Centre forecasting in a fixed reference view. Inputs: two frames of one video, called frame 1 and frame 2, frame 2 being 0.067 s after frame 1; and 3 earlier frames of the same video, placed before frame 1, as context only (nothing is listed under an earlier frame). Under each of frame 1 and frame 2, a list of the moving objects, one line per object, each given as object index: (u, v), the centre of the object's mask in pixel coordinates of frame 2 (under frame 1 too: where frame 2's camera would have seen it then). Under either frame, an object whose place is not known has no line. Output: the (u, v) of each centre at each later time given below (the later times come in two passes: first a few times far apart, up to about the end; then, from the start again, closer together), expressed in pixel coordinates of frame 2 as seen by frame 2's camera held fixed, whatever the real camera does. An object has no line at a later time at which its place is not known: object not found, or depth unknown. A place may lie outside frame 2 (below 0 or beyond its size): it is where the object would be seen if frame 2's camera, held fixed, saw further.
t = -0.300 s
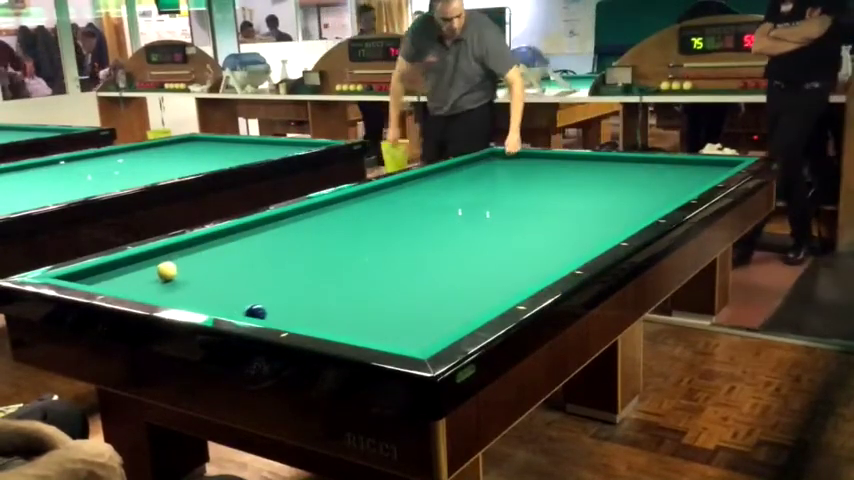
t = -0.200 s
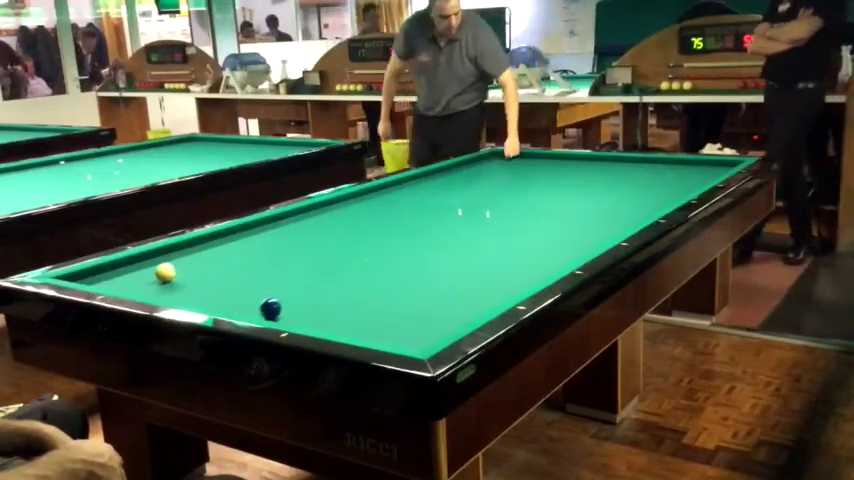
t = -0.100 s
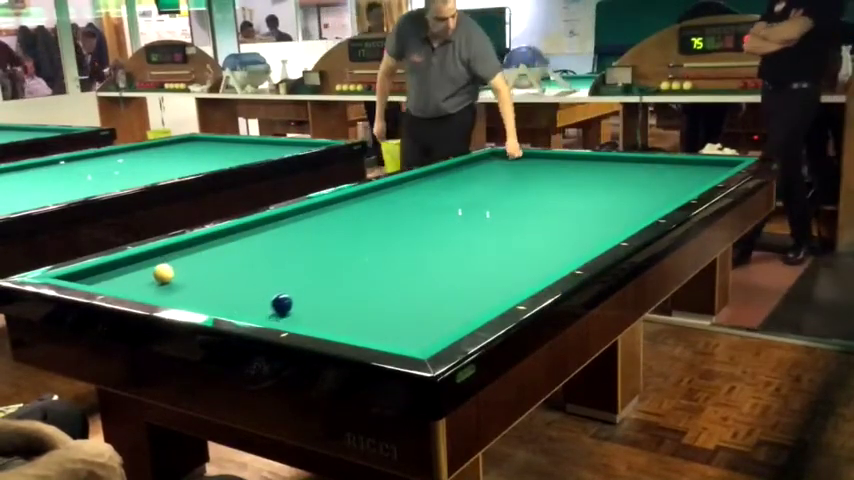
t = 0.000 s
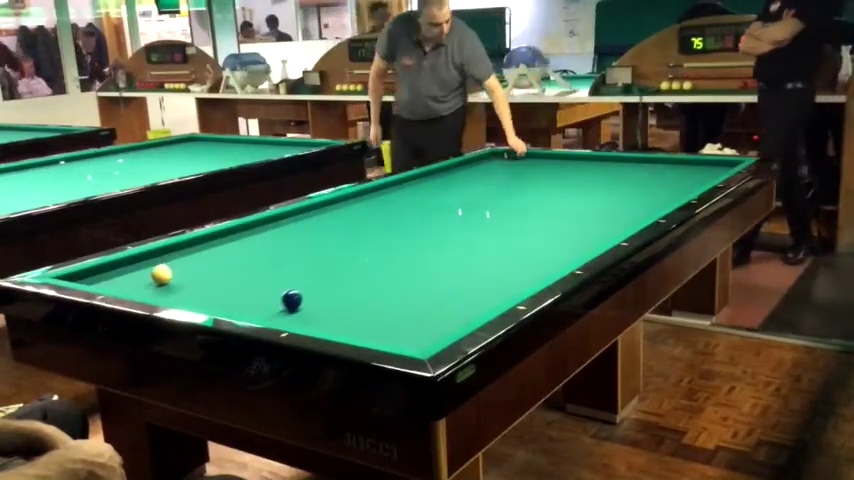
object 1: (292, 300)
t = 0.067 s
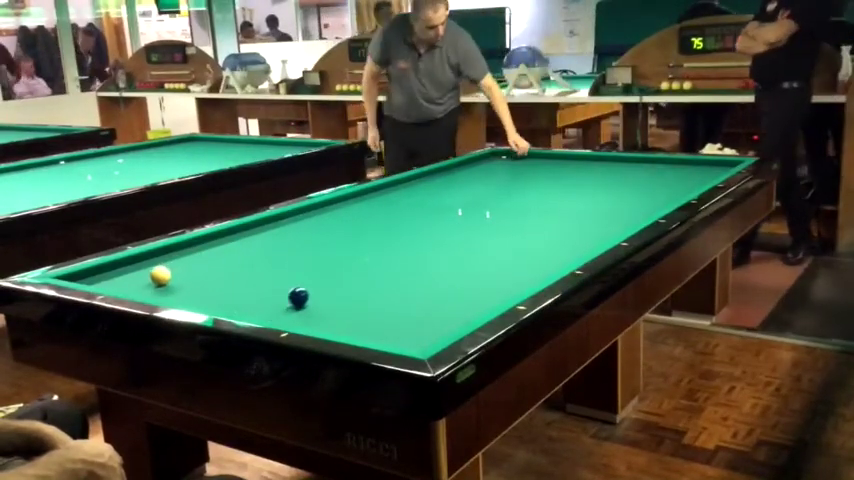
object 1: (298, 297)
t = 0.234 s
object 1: (314, 291)
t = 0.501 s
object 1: (337, 281)
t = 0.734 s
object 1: (355, 273)
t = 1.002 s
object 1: (375, 265)
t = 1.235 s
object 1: (390, 259)
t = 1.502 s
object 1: (406, 252)
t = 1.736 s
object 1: (418, 246)
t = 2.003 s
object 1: (431, 240)
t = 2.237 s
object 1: (442, 236)
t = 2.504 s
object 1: (453, 231)
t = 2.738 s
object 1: (463, 227)
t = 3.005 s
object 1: (472, 222)
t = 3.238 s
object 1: (480, 219)
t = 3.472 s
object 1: (488, 215)
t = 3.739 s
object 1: (495, 212)
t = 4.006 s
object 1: (502, 209)
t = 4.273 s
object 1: (509, 206)
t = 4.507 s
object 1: (514, 204)
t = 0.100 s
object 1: (301, 296)
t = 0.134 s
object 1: (305, 294)
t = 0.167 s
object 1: (308, 293)
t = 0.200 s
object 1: (311, 292)
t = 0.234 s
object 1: (314, 291)
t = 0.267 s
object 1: (317, 289)
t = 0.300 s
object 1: (320, 288)
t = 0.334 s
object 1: (323, 287)
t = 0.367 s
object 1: (325, 285)
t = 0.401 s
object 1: (328, 284)
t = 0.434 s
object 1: (331, 283)
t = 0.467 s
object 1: (334, 282)
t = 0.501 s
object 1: (337, 281)
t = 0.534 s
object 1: (340, 280)
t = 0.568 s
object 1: (342, 279)
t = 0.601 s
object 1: (345, 277)
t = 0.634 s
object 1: (348, 277)
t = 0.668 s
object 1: (350, 275)
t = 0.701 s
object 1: (353, 274)
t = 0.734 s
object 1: (355, 273)
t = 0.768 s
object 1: (358, 272)
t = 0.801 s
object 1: (361, 271)
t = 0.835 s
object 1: (363, 270)
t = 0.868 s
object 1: (365, 269)
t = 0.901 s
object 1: (367, 268)
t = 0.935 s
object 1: (370, 267)
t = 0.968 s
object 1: (372, 266)
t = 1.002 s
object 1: (375, 265)
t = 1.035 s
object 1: (377, 264)
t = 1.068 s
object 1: (379, 263)
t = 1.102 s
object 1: (381, 262)
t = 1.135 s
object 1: (383, 261)
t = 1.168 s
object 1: (385, 260)
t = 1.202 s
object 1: (388, 259)
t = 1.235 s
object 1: (390, 259)
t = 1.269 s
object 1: (392, 258)
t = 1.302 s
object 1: (394, 257)
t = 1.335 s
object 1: (396, 256)
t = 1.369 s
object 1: (398, 255)
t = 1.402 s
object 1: (399, 254)
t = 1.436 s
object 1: (402, 253)
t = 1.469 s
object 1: (403, 253)
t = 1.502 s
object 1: (406, 252)
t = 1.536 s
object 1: (407, 251)
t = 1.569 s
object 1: (409, 250)
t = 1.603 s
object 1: (411, 249)
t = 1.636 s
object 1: (413, 248)
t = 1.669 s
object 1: (415, 248)
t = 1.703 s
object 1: (416, 247)
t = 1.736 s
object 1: (418, 246)
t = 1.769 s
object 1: (420, 245)
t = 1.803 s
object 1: (421, 245)
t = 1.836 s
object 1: (423, 244)
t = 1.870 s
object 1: (425, 243)
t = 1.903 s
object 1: (426, 242)
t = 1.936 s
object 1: (428, 242)
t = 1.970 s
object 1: (430, 241)
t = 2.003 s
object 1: (431, 240)
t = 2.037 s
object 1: (433, 239)
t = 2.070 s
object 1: (434, 239)
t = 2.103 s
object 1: (436, 238)
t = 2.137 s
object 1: (438, 238)
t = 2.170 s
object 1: (439, 237)
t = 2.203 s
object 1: (441, 236)
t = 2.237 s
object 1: (442, 236)
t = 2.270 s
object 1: (444, 235)
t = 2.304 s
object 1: (445, 234)
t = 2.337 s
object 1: (447, 234)
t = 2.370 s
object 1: (448, 233)
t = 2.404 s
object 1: (449, 232)
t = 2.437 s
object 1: (451, 231)
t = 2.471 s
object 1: (452, 231)
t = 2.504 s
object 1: (453, 231)
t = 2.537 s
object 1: (455, 230)
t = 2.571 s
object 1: (456, 229)
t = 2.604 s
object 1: (457, 229)
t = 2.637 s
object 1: (459, 228)
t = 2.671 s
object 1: (460, 228)
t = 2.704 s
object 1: (462, 227)
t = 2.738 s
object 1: (463, 227)
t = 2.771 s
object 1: (464, 226)
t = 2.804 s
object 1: (465, 225)
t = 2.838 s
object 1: (466, 225)
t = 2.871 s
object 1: (467, 225)
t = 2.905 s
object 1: (469, 224)
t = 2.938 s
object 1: (470, 223)
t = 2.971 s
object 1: (471, 223)
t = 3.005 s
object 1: (472, 222)
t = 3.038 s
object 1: (473, 222)
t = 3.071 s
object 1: (474, 221)
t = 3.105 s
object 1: (475, 221)
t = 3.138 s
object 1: (476, 221)
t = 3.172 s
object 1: (478, 220)
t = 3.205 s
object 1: (479, 219)
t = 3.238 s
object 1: (480, 219)
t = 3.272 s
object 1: (481, 218)
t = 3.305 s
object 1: (482, 218)
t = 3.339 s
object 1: (483, 217)
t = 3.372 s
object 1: (484, 217)
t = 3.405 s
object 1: (485, 217)
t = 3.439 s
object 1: (486, 216)
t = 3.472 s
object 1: (488, 215)
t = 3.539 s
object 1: (489, 215)
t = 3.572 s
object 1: (490, 214)
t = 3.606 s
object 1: (491, 214)
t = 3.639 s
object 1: (493, 213)
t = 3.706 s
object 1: (494, 212)
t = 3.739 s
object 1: (495, 212)
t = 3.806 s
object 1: (496, 211)
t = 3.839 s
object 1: (498, 211)
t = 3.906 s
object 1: (500, 210)
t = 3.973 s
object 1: (501, 209)
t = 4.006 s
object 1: (502, 209)
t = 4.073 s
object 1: (504, 208)
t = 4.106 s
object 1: (505, 207)
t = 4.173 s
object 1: (506, 207)
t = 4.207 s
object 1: (507, 206)
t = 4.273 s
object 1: (509, 206)
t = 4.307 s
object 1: (510, 206)
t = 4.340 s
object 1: (510, 205)
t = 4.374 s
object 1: (511, 205)
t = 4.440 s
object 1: (513, 204)
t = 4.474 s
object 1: (514, 204)
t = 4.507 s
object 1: (514, 204)
